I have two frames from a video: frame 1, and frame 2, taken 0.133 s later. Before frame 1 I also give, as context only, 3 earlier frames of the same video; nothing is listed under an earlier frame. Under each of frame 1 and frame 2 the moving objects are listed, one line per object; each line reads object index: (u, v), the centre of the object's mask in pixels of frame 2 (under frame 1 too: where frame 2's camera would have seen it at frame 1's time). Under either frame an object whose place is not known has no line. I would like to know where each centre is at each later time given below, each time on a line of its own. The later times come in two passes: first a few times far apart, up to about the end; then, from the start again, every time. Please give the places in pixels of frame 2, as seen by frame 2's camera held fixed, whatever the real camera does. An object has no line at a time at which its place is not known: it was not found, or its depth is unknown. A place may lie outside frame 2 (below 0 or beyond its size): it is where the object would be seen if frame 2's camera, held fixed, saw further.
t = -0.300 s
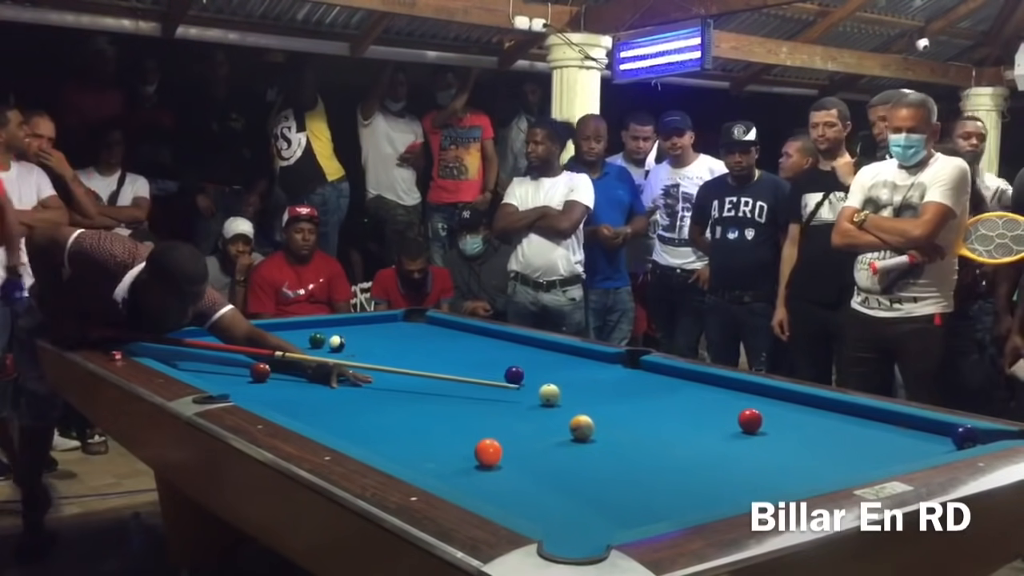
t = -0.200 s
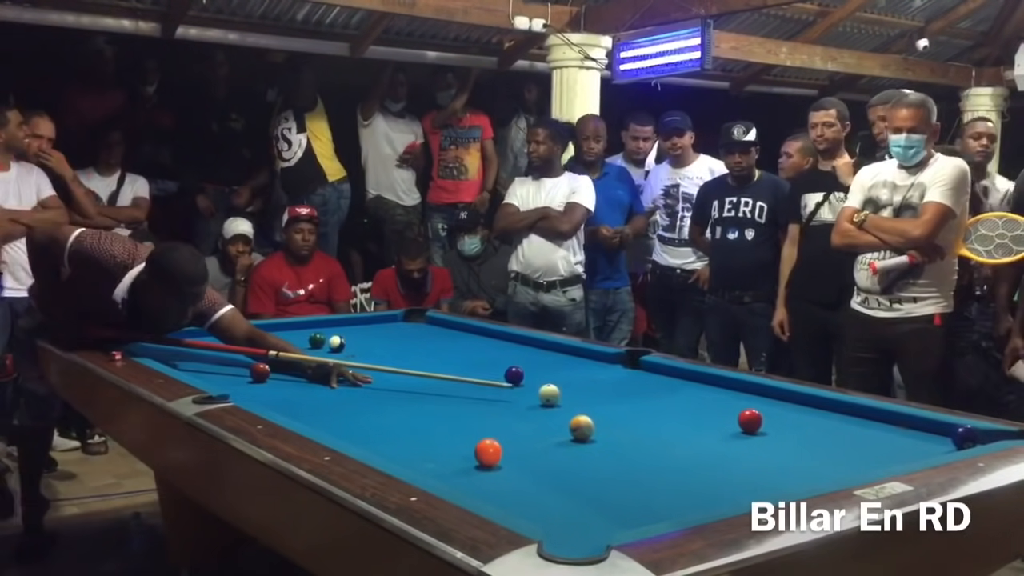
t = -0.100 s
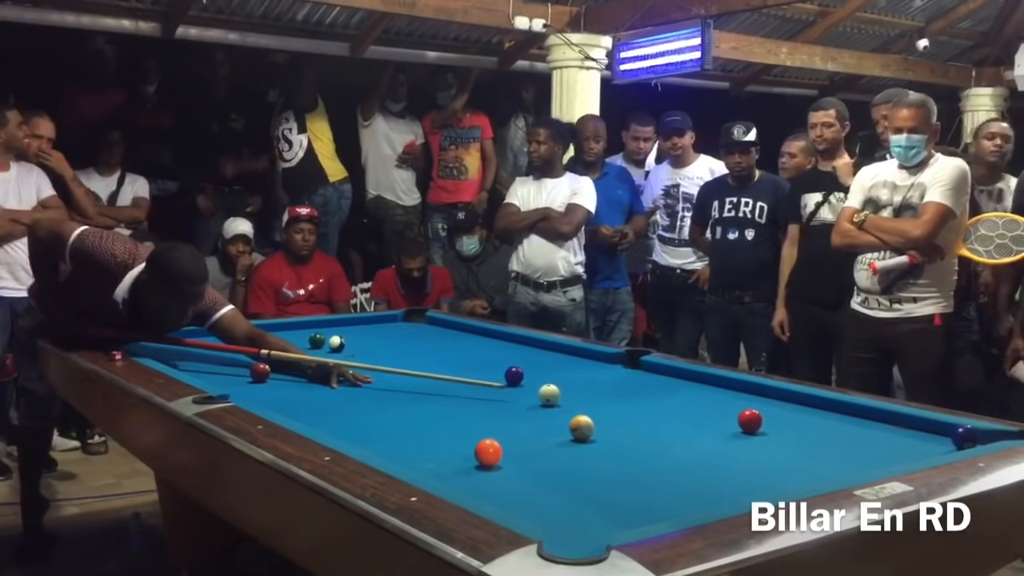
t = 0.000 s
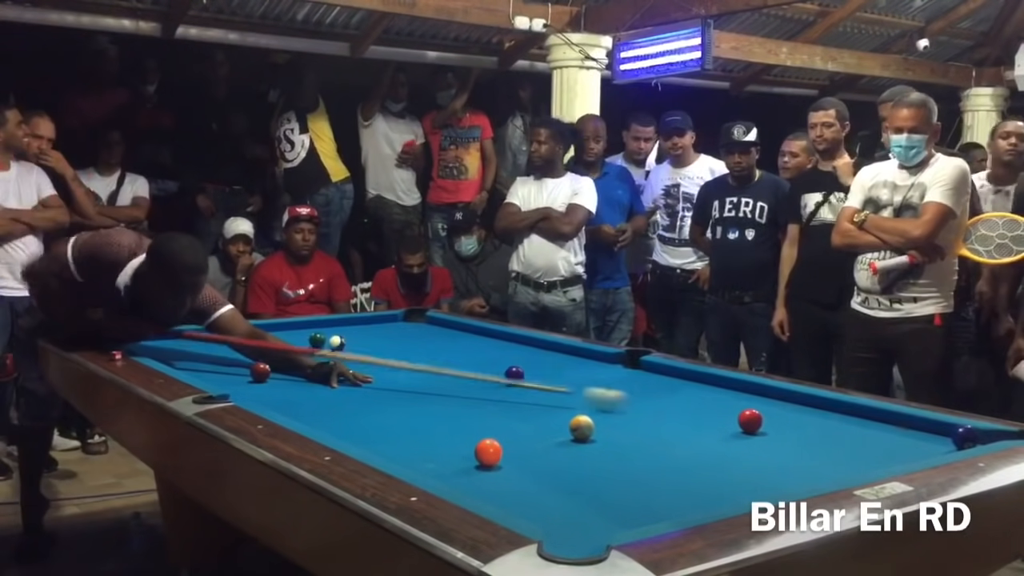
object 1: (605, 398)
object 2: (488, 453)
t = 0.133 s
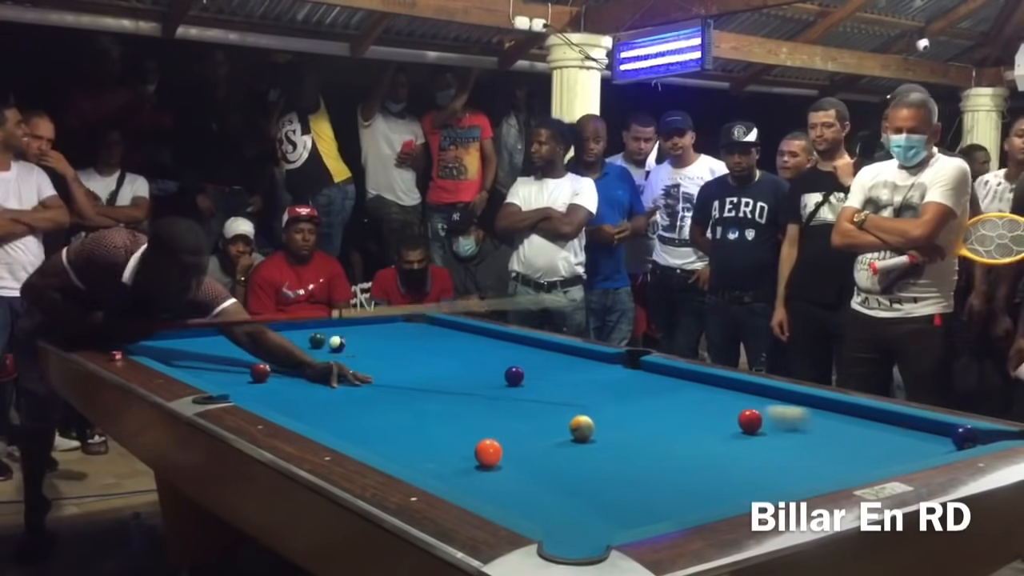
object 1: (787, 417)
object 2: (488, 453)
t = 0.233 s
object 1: (926, 427)
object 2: (488, 453)
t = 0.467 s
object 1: (943, 443)
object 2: (488, 453)
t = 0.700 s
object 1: (892, 452)
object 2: (488, 453)
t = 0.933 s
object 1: (808, 452)
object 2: (488, 453)
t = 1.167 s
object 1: (726, 452)
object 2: (488, 453)
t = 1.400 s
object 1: (646, 452)
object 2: (488, 453)
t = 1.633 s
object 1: (569, 450)
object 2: (488, 452)
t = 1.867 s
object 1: (507, 448)
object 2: (477, 454)
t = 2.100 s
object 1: (480, 443)
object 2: (438, 459)
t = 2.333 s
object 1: (455, 438)
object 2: (402, 458)
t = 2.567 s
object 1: (433, 433)
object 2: (414, 458)
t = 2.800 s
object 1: (413, 429)
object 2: (433, 455)
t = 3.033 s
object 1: (395, 426)
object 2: (448, 452)
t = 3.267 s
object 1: (380, 423)
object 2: (462, 449)
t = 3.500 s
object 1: (367, 420)
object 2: (473, 446)
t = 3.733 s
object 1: (356, 417)
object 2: (482, 444)
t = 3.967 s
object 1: (346, 415)
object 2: (488, 442)
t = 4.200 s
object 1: (337, 414)
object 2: (493, 440)
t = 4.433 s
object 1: (331, 412)
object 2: (495, 439)
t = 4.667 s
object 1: (326, 411)
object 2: (496, 439)
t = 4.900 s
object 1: (321, 410)
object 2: (495, 439)
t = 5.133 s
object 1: (319, 409)
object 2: (495, 439)
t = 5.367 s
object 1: (317, 409)
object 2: (495, 439)
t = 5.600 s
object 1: (317, 409)
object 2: (495, 439)
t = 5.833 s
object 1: (317, 409)
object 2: (495, 438)
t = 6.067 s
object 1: (317, 409)
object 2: (495, 438)
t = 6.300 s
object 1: (317, 409)
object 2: (495, 438)
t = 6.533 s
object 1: (317, 409)
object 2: (495, 438)
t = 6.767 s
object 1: (317, 409)
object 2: (495, 438)
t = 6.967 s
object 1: (317, 409)
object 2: (495, 438)
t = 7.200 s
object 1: (317, 409)
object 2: (495, 438)
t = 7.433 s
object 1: (317, 409)
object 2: (495, 438)
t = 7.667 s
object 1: (317, 409)
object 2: (495, 438)
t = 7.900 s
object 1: (317, 409)
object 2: (495, 439)
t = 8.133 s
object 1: (317, 409)
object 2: (495, 439)
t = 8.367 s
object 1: (317, 409)
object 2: (495, 438)
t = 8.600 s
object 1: (317, 409)
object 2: (495, 438)
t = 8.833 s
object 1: (317, 409)
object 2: (495, 438)
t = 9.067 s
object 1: (316, 409)
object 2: (495, 438)
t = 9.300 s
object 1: (317, 409)
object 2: (495, 438)
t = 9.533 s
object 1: (317, 409)
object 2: (495, 438)
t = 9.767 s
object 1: (317, 409)
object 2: (495, 438)
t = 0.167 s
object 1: (832, 421)
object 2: (488, 453)
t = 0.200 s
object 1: (881, 426)
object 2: (488, 453)
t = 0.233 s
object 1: (926, 427)
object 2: (488, 453)
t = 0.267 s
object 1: (947, 430)
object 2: (488, 453)
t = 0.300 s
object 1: (950, 430)
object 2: (488, 453)
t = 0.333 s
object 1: (945, 433)
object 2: (488, 453)
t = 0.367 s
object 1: (942, 435)
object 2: (488, 453)
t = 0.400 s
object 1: (941, 438)
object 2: (488, 453)
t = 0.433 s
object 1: (941, 441)
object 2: (488, 453)
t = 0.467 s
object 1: (943, 443)
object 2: (488, 453)
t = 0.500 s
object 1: (945, 445)
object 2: (488, 453)
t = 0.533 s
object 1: (946, 446)
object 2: (488, 453)
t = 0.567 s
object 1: (940, 448)
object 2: (488, 453)
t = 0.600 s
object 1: (928, 449)
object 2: (488, 453)
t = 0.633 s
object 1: (916, 450)
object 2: (488, 453)
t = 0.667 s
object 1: (904, 451)
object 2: (488, 453)
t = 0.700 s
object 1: (892, 452)
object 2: (488, 453)
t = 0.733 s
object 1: (880, 453)
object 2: (488, 453)
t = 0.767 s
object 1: (868, 453)
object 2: (488, 453)
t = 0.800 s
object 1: (856, 453)
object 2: (488, 453)
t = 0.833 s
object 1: (844, 453)
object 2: (488, 453)
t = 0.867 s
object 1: (832, 452)
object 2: (488, 453)
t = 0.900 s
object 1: (820, 452)
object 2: (488, 453)
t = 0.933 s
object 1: (808, 452)
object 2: (488, 453)
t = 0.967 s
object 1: (796, 452)
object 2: (488, 453)
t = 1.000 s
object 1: (784, 452)
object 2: (488, 453)
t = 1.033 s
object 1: (772, 452)
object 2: (488, 453)
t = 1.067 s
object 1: (761, 452)
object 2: (488, 453)
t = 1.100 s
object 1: (749, 452)
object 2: (488, 453)
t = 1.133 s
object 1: (737, 452)
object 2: (488, 453)
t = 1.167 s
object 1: (726, 452)
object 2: (488, 453)
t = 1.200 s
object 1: (715, 452)
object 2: (488, 453)
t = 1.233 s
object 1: (703, 451)
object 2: (488, 453)
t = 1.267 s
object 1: (692, 452)
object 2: (488, 453)
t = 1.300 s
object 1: (680, 451)
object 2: (488, 453)
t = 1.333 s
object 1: (669, 451)
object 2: (488, 453)
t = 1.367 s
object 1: (657, 451)
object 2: (488, 453)
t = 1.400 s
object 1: (646, 452)
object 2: (488, 453)
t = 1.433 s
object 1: (636, 451)
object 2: (488, 453)
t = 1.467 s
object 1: (624, 451)
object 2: (488, 453)
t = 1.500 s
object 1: (614, 451)
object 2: (488, 453)
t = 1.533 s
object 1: (603, 451)
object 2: (488, 453)
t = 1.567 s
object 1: (591, 451)
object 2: (488, 453)
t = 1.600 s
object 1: (580, 451)
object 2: (488, 453)
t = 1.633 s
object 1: (569, 450)
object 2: (488, 452)
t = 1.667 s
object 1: (559, 450)
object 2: (488, 452)
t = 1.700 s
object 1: (548, 451)
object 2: (488, 452)
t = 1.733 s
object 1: (538, 451)
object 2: (488, 452)
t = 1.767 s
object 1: (527, 450)
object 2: (488, 452)
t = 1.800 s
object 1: (516, 450)
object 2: (488, 453)
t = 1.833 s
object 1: (510, 449)
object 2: (483, 453)
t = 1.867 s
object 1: (507, 448)
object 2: (477, 454)
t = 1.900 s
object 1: (503, 448)
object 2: (471, 455)
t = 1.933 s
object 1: (499, 447)
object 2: (466, 455)
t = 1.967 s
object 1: (495, 446)
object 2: (460, 456)
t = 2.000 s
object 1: (492, 445)
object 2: (455, 457)
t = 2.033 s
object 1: (488, 445)
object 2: (449, 457)
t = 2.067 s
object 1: (484, 444)
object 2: (444, 458)
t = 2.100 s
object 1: (480, 443)
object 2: (438, 459)
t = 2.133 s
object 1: (475, 442)
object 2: (433, 459)
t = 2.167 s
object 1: (472, 442)
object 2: (427, 460)
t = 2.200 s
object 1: (469, 441)
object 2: (422, 460)
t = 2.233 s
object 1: (465, 440)
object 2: (417, 460)
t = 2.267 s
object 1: (461, 439)
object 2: (412, 460)
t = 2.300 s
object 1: (458, 439)
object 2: (407, 459)
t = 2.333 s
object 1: (455, 438)
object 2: (402, 458)
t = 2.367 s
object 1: (451, 437)
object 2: (399, 458)
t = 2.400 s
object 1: (448, 436)
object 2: (401, 458)
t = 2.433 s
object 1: (444, 436)
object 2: (404, 458)
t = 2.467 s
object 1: (442, 435)
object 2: (406, 458)
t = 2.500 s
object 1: (439, 434)
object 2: (409, 458)
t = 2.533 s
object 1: (436, 434)
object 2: (412, 459)
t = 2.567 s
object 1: (433, 433)
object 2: (414, 458)
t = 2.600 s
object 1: (430, 432)
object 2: (417, 458)
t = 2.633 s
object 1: (427, 432)
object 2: (420, 458)
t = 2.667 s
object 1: (424, 431)
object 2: (422, 458)
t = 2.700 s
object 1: (421, 431)
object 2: (425, 457)
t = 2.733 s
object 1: (418, 430)
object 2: (428, 456)
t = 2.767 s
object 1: (415, 430)
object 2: (430, 456)
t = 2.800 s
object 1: (413, 429)
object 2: (433, 455)
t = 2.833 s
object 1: (410, 429)
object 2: (435, 455)
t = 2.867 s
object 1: (408, 428)
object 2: (438, 454)
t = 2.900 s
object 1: (405, 428)
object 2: (440, 454)
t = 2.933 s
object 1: (402, 427)
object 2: (442, 453)
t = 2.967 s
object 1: (400, 427)
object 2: (444, 453)
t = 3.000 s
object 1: (398, 426)
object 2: (446, 452)
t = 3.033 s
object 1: (395, 426)
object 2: (448, 452)
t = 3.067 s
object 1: (393, 426)
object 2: (450, 451)
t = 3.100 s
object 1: (391, 425)
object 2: (452, 451)
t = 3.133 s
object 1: (389, 424)
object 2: (454, 450)
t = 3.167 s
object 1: (387, 424)
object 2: (456, 450)
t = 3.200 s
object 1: (384, 424)
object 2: (458, 449)
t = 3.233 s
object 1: (382, 423)
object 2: (460, 449)
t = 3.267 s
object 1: (380, 423)
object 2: (462, 449)
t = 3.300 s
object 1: (379, 422)
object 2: (463, 448)
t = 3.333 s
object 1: (377, 422)
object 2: (465, 448)
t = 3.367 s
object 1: (375, 421)
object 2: (467, 448)
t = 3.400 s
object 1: (373, 421)
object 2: (468, 447)
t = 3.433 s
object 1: (371, 421)
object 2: (470, 447)
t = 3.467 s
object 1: (369, 420)
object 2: (472, 446)
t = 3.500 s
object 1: (367, 420)
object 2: (473, 446)
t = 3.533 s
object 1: (365, 420)
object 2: (474, 446)
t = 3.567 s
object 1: (363, 419)
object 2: (476, 445)
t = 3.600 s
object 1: (362, 419)
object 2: (477, 445)
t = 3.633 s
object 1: (360, 418)
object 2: (478, 445)
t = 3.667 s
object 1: (359, 418)
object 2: (479, 444)
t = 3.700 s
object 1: (357, 418)
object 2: (481, 444)
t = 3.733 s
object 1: (356, 417)
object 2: (482, 444)
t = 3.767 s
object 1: (354, 417)
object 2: (483, 444)
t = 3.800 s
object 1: (353, 417)
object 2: (484, 443)
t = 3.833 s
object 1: (351, 416)
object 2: (485, 443)
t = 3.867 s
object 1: (350, 416)
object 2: (486, 443)
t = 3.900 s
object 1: (349, 416)
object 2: (487, 443)
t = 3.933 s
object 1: (347, 416)
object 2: (488, 442)
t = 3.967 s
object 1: (346, 415)
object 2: (488, 442)
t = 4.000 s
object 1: (345, 415)
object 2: (489, 441)
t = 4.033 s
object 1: (344, 415)
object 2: (490, 441)
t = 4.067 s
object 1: (342, 414)
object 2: (491, 441)
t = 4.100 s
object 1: (341, 414)
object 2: (491, 441)
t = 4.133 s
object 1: (340, 414)
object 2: (492, 441)
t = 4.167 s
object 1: (338, 414)
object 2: (492, 441)
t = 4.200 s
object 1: (337, 414)
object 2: (493, 440)
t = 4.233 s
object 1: (336, 413)
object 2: (493, 440)
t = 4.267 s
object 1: (335, 413)
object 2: (494, 440)
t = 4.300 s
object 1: (335, 413)
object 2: (494, 440)
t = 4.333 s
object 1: (333, 413)
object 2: (494, 440)
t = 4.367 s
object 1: (333, 412)
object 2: (494, 440)
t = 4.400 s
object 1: (332, 412)
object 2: (495, 439)
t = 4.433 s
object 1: (331, 412)
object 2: (495, 439)
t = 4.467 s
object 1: (330, 412)
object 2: (495, 439)
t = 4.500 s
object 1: (329, 412)
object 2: (495, 439)
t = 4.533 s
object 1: (328, 411)
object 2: (495, 439)
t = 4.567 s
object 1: (327, 411)
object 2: (495, 439)
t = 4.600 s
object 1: (327, 411)
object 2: (495, 439)
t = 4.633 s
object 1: (326, 411)
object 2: (495, 439)
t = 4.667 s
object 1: (326, 411)
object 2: (496, 439)
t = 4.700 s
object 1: (325, 411)
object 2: (496, 439)
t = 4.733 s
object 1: (324, 411)
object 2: (496, 439)
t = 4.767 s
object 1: (324, 411)
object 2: (496, 439)
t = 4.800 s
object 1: (323, 410)
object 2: (496, 439)
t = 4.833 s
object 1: (323, 410)
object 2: (495, 439)
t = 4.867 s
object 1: (322, 410)
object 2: (495, 439)
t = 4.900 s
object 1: (321, 410)
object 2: (495, 439)
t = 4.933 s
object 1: (321, 410)
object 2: (495, 439)
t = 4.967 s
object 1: (321, 410)
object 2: (495, 439)
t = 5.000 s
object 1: (320, 410)
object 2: (495, 439)
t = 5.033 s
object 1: (320, 409)
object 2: (495, 439)
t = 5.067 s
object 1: (320, 409)
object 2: (495, 439)
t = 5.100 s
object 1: (319, 409)
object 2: (495, 439)
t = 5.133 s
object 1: (319, 409)
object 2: (495, 439)
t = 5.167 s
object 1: (318, 409)
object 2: (495, 439)
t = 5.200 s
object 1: (318, 409)
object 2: (495, 439)
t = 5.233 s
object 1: (318, 409)
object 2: (495, 439)
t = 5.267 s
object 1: (317, 409)
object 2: (495, 439)
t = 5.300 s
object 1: (317, 409)
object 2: (495, 439)
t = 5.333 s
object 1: (317, 409)
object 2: (495, 439)
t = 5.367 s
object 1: (317, 409)
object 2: (495, 439)
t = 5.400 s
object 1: (317, 409)
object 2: (495, 439)
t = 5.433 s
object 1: (317, 409)
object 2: (495, 439)
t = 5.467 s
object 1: (317, 409)
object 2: (495, 439)
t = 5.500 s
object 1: (317, 409)
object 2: (495, 439)
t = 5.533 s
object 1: (317, 409)
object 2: (495, 439)
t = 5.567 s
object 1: (317, 409)
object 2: (495, 439)
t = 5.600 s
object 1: (317, 409)
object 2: (495, 439)
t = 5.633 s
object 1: (317, 409)
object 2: (495, 439)
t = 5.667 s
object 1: (317, 409)
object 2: (495, 439)
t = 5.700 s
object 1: (317, 409)
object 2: (495, 439)
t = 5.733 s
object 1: (317, 409)
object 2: (495, 439)
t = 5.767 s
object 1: (317, 409)
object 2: (495, 438)
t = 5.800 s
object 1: (317, 409)
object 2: (495, 438)
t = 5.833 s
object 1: (317, 409)
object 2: (495, 438)
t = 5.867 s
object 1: (317, 409)
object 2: (495, 439)
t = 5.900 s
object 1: (317, 409)
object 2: (495, 438)
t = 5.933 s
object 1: (317, 409)
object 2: (495, 438)
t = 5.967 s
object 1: (317, 409)
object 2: (495, 438)
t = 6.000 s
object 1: (317, 409)
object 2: (495, 438)
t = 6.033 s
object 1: (317, 409)
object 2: (495, 438)
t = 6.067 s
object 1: (317, 409)
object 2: (495, 438)
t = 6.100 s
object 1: (317, 409)
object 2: (495, 438)
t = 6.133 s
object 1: (317, 409)
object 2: (495, 438)
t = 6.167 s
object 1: (317, 409)
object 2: (495, 438)
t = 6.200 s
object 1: (317, 409)
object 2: (495, 438)
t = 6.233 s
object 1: (317, 409)
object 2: (495, 438)
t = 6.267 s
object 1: (317, 409)
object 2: (495, 438)
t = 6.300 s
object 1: (317, 409)
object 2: (495, 438)
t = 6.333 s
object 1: (317, 409)
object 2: (495, 438)
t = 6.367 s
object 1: (317, 409)
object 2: (495, 438)
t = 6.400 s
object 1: (317, 409)
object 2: (495, 438)
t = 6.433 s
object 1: (317, 409)
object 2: (495, 438)
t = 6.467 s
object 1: (317, 409)
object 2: (495, 438)
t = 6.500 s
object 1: (317, 409)
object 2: (495, 438)
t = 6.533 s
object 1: (317, 409)
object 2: (495, 438)
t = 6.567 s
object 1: (317, 409)
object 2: (495, 438)
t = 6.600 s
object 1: (317, 409)
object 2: (495, 438)
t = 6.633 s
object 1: (317, 409)
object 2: (495, 438)
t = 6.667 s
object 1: (317, 409)
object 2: (495, 438)
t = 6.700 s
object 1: (317, 409)
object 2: (495, 438)
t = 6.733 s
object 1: (317, 409)
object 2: (495, 438)
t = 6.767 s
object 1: (317, 409)
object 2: (495, 438)
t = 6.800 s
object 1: (317, 409)
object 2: (495, 438)
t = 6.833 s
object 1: (317, 409)
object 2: (495, 438)
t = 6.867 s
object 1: (317, 409)
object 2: (495, 438)
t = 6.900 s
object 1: (317, 409)
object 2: (495, 438)
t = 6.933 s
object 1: (317, 409)
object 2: (495, 438)
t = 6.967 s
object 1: (317, 409)
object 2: (495, 438)
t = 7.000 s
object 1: (317, 409)
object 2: (495, 438)
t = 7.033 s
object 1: (317, 409)
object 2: (495, 438)
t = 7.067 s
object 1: (317, 409)
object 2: (495, 438)
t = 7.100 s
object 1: (317, 409)
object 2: (495, 439)
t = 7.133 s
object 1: (317, 409)
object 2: (495, 439)
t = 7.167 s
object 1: (317, 409)
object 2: (495, 439)
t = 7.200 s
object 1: (317, 409)
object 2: (495, 438)
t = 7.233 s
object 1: (317, 409)
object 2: (495, 439)
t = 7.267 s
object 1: (317, 409)
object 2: (495, 439)
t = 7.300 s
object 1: (317, 409)
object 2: (495, 439)
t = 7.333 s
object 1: (317, 409)
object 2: (495, 439)
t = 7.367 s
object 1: (317, 409)
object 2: (495, 439)
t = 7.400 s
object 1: (317, 409)
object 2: (495, 438)
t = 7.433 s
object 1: (317, 409)
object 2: (495, 438)
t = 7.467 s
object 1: (317, 409)
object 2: (495, 438)
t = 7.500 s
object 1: (317, 409)
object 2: (495, 438)
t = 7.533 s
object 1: (317, 409)
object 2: (495, 439)
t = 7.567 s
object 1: (317, 409)
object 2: (495, 439)
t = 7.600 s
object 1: (317, 409)
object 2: (495, 439)
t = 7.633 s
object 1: (317, 409)
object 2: (495, 439)
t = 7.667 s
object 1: (317, 409)
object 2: (495, 438)
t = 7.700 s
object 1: (316, 409)
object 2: (495, 439)
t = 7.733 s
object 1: (317, 409)
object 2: (495, 439)
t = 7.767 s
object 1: (317, 409)
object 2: (495, 439)
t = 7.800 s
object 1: (317, 409)
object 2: (495, 439)
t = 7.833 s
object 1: (317, 409)
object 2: (495, 439)
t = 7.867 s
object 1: (317, 409)
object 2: (495, 439)
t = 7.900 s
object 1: (317, 409)
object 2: (495, 439)
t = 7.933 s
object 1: (317, 409)
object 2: (495, 439)
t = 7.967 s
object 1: (317, 409)
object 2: (495, 439)
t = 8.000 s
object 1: (317, 409)
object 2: (495, 439)
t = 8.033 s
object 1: (317, 409)
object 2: (495, 439)
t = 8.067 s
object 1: (317, 409)
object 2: (495, 439)
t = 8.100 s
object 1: (317, 409)
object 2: (495, 439)
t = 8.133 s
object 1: (317, 409)
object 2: (495, 439)
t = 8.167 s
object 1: (317, 409)
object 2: (495, 439)
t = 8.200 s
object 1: (317, 409)
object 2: (495, 439)
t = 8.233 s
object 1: (317, 409)
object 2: (495, 439)
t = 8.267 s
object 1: (317, 409)
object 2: (495, 439)
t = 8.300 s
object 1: (317, 409)
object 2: (495, 438)
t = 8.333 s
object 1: (317, 409)
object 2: (495, 438)
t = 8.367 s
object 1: (317, 409)
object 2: (495, 438)
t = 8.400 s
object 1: (317, 409)
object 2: (495, 438)
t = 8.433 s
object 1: (317, 409)
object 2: (495, 438)
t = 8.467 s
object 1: (317, 409)
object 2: (495, 438)
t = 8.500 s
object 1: (317, 409)
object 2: (495, 438)
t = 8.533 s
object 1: (317, 409)
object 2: (495, 438)
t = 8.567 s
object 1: (317, 409)
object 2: (495, 438)
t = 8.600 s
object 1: (317, 409)
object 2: (495, 438)
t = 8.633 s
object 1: (317, 409)
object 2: (495, 438)
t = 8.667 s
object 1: (317, 409)
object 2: (495, 438)
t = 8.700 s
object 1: (317, 409)
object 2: (495, 438)
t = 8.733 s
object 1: (317, 409)
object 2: (495, 438)
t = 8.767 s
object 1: (317, 409)
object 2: (495, 438)
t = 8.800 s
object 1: (317, 409)
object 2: (495, 438)
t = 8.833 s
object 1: (317, 409)
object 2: (495, 438)
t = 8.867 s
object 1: (316, 409)
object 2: (495, 438)
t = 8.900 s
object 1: (316, 409)
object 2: (495, 438)
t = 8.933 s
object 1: (317, 409)
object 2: (495, 438)
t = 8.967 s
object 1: (317, 409)
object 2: (495, 438)
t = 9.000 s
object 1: (317, 409)
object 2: (495, 438)
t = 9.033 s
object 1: (317, 409)
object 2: (495, 438)
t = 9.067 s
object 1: (316, 409)
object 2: (495, 438)
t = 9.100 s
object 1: (317, 409)
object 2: (495, 438)
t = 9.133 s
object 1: (316, 409)
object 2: (495, 438)
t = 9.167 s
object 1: (317, 409)
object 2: (495, 438)
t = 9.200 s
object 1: (317, 409)
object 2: (495, 438)
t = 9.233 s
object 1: (317, 409)
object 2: (495, 438)
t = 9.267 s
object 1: (317, 409)
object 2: (495, 438)
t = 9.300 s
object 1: (317, 409)
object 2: (495, 438)
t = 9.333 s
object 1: (317, 409)
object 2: (495, 438)
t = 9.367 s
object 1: (317, 409)
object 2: (495, 438)
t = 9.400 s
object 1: (317, 409)
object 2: (495, 438)
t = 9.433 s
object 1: (317, 409)
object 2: (495, 438)
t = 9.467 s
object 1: (317, 409)
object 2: (495, 438)
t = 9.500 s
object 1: (317, 409)
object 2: (495, 438)
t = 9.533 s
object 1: (317, 409)
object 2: (495, 438)
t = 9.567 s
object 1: (317, 409)
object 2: (495, 438)
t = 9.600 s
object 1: (317, 409)
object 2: (495, 438)
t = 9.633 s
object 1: (317, 409)
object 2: (495, 438)
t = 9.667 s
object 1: (317, 409)
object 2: (495, 438)
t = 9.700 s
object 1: (317, 409)
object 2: (495, 438)
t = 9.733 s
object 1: (316, 409)
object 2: (495, 438)
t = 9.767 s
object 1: (317, 409)
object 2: (495, 438)
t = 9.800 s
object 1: (317, 409)
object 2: (495, 438)
